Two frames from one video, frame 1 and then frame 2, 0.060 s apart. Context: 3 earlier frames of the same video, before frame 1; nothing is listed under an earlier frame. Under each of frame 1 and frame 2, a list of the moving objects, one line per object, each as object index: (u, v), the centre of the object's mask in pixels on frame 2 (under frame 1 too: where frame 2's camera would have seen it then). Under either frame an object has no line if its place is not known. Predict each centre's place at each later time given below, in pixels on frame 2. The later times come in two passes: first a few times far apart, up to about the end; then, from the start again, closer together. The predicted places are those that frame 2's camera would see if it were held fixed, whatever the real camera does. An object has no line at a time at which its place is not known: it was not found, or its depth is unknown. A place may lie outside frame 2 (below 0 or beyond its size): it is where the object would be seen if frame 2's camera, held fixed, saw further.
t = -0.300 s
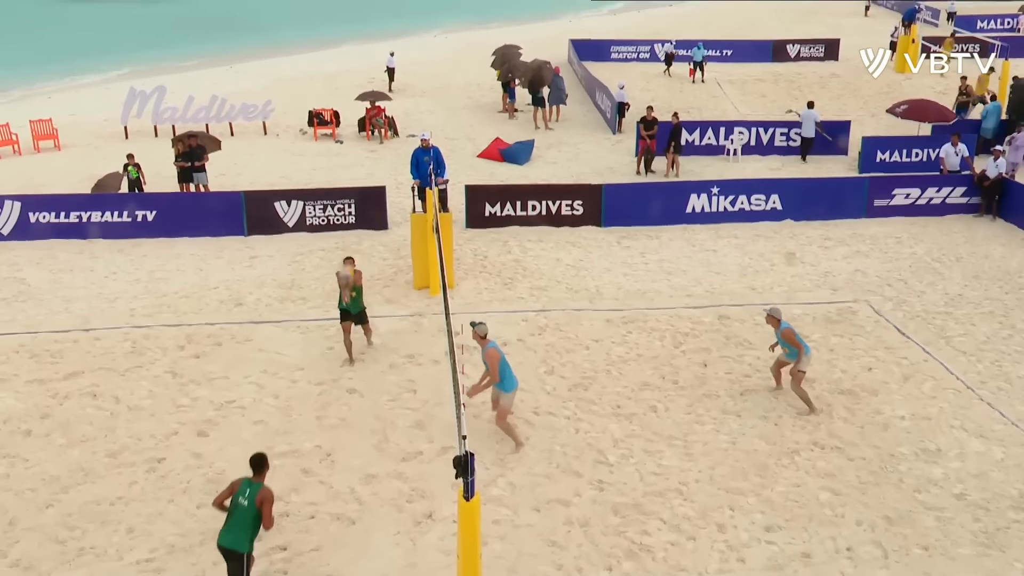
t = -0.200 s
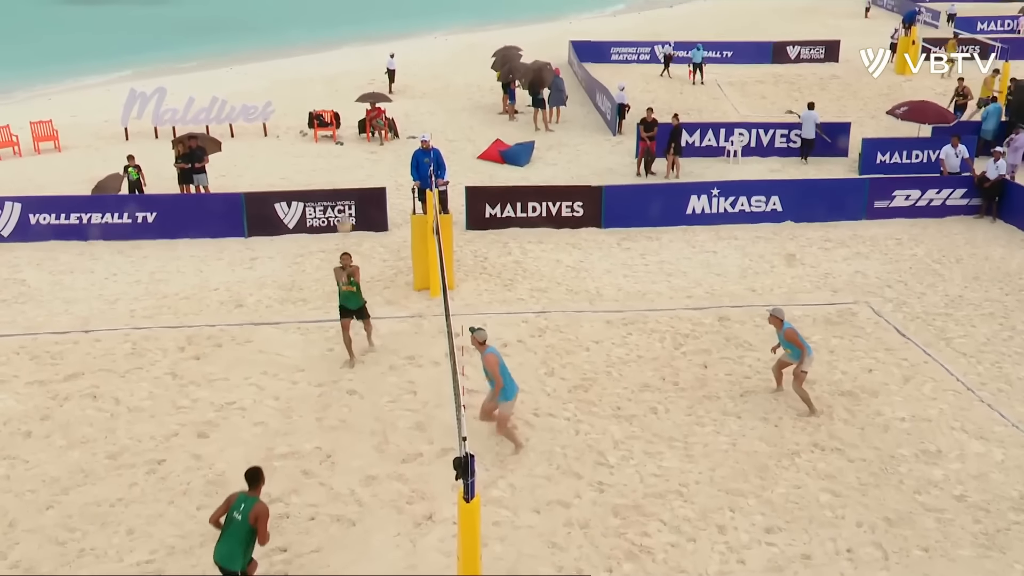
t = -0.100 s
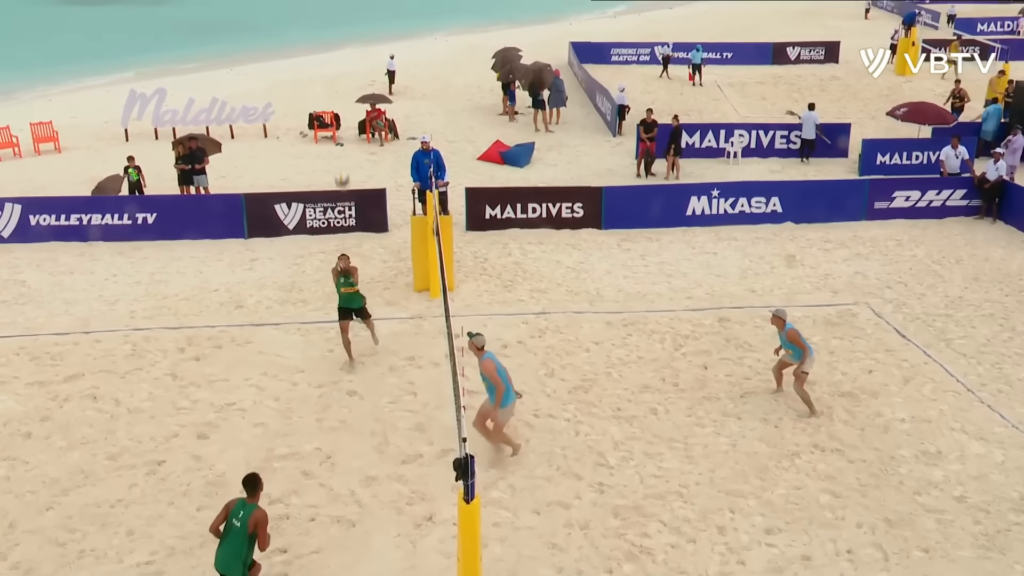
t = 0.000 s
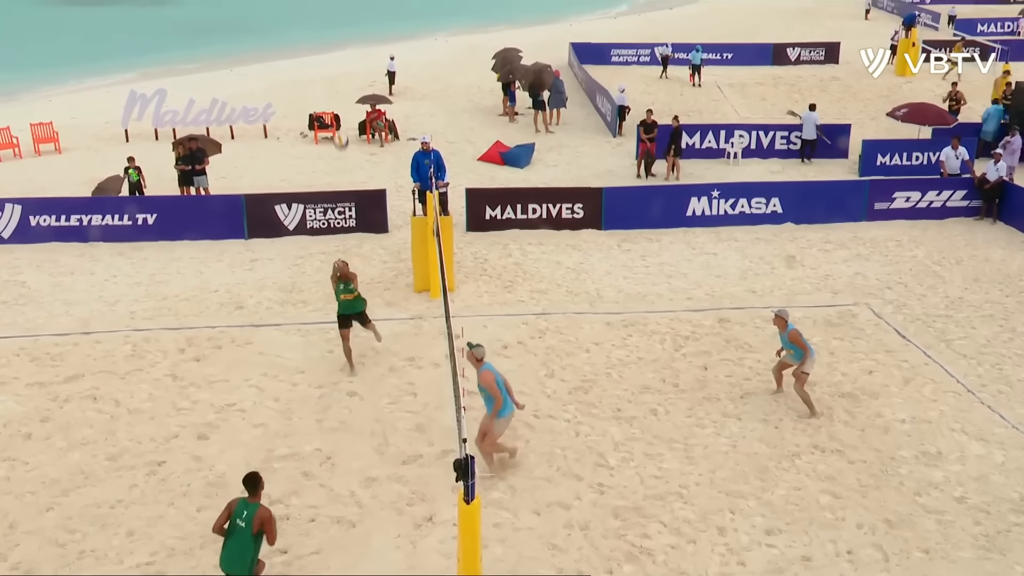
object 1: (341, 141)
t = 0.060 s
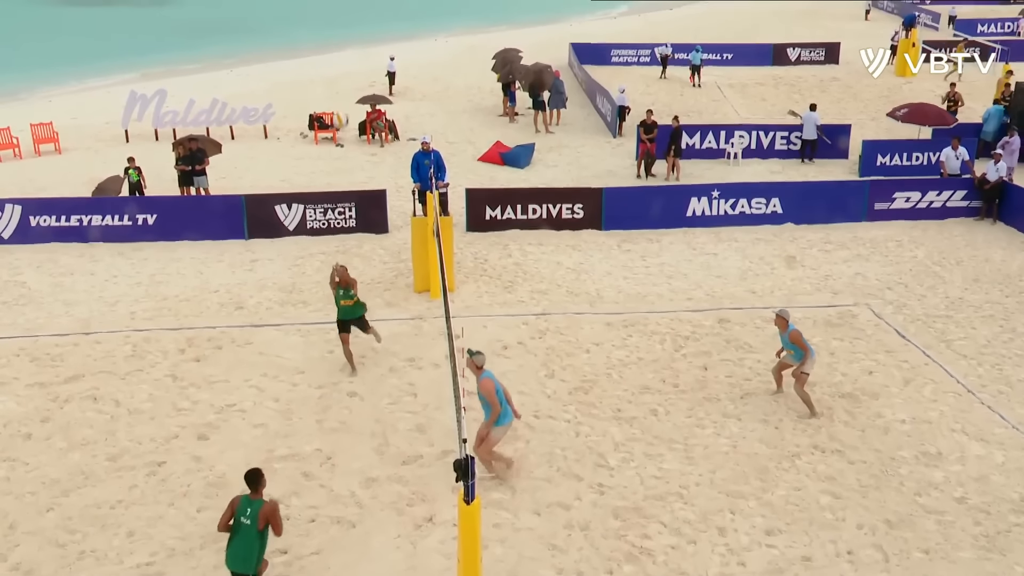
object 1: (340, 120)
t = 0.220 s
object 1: (339, 73)
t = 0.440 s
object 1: (341, 36)
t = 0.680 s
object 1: (346, 43)
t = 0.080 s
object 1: (340, 114)
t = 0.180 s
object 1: (339, 83)
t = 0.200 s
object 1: (339, 78)
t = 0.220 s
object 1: (339, 73)
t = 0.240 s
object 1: (339, 69)
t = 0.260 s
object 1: (339, 64)
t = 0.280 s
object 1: (340, 60)
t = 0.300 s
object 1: (340, 56)
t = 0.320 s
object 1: (340, 52)
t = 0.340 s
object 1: (341, 49)
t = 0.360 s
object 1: (340, 45)
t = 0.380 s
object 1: (340, 43)
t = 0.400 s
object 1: (340, 40)
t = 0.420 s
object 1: (341, 38)
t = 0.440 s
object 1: (341, 36)
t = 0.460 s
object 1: (341, 35)
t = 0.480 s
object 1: (342, 34)
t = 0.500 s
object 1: (342, 33)
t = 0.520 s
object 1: (343, 33)
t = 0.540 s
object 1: (343, 33)
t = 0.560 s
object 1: (343, 33)
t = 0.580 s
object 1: (344, 33)
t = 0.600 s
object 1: (344, 34)
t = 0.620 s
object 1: (344, 36)
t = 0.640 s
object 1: (345, 38)
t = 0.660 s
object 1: (346, 41)
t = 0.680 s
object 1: (346, 43)
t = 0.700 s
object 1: (347, 46)
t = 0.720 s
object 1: (348, 49)
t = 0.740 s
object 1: (348, 53)
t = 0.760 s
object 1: (349, 58)
